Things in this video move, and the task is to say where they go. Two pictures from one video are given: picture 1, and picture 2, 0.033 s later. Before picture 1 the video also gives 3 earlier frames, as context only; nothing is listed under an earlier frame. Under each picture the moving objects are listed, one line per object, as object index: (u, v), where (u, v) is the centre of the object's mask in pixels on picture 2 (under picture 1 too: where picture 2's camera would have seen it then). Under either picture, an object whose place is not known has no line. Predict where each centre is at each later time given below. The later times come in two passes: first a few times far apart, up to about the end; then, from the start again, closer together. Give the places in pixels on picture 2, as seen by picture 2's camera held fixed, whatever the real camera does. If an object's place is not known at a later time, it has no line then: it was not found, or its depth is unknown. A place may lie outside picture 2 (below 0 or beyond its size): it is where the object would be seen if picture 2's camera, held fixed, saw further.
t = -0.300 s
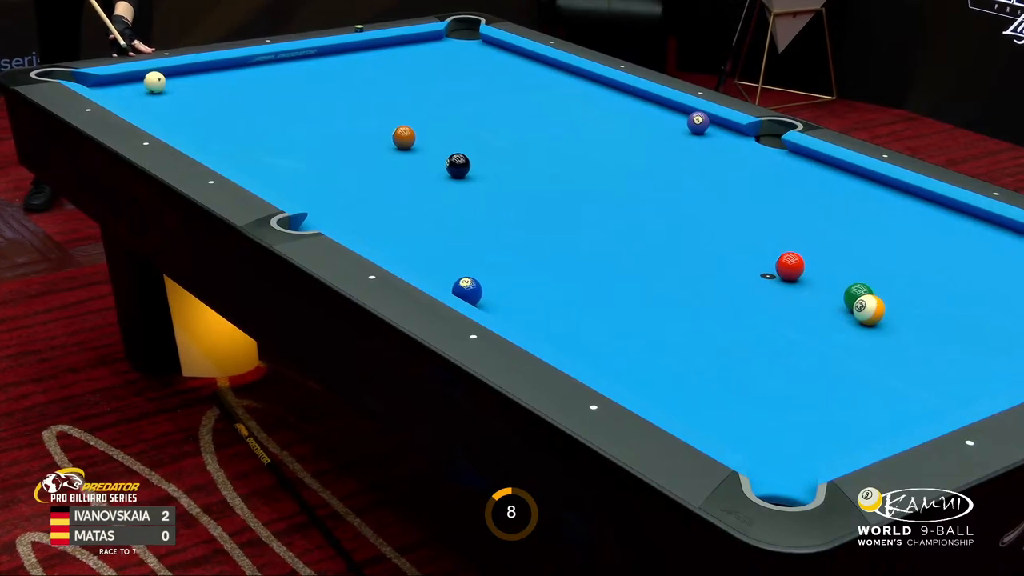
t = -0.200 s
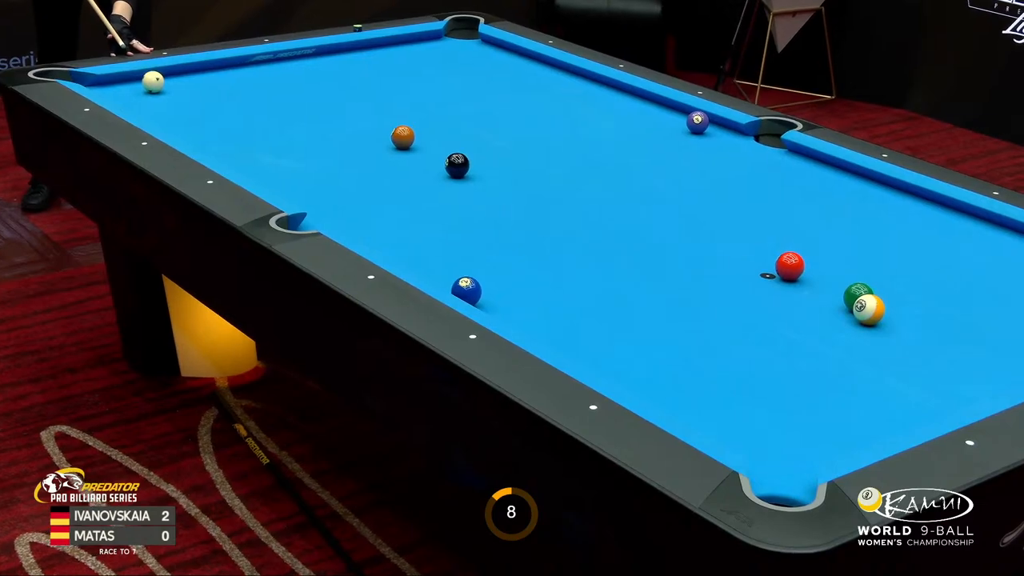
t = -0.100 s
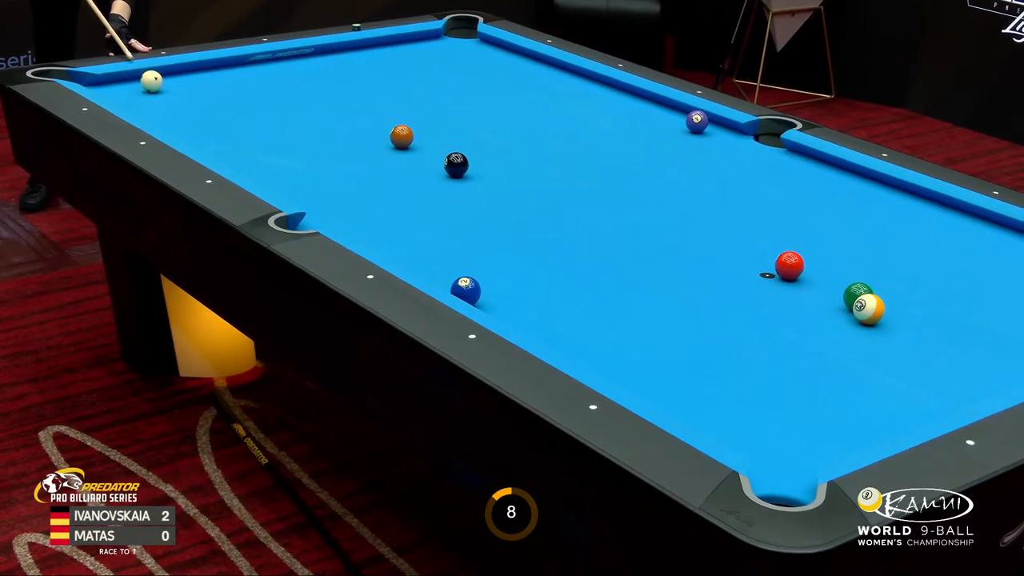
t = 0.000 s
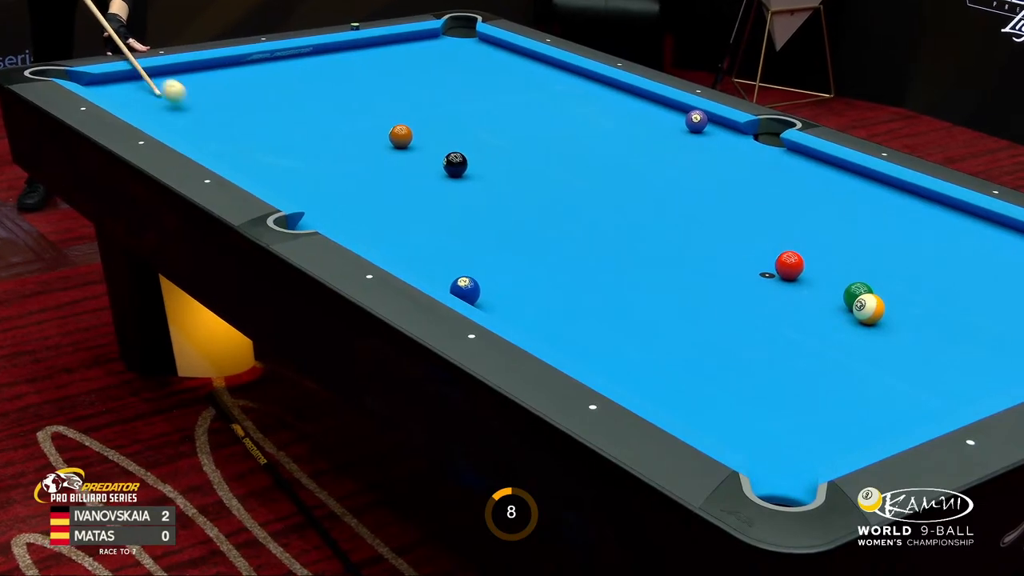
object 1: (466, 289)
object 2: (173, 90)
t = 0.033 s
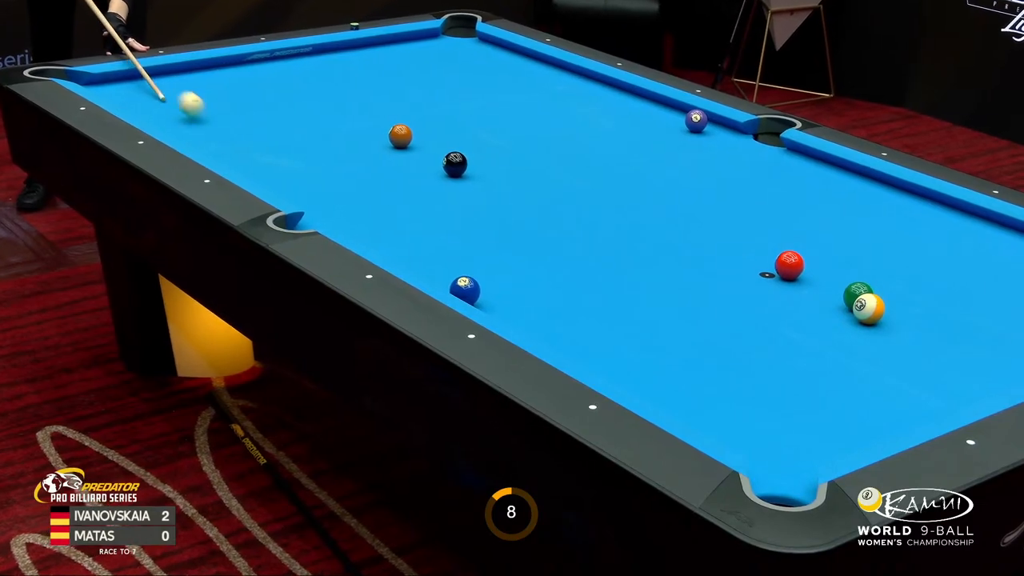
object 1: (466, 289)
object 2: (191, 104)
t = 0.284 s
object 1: (466, 289)
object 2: (347, 213)
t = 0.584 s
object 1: (631, 377)
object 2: (455, 281)
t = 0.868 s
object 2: (477, 281)
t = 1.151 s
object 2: (495, 280)
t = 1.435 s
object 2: (510, 278)
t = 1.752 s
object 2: (523, 278)
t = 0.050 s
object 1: (466, 289)
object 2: (200, 112)
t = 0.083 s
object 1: (466, 289)
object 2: (219, 125)
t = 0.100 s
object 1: (466, 289)
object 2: (229, 131)
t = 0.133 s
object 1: (466, 289)
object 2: (249, 147)
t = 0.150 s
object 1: (466, 289)
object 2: (259, 153)
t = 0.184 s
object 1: (466, 289)
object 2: (281, 168)
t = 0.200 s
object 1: (466, 289)
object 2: (291, 175)
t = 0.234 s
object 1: (466, 289)
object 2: (313, 190)
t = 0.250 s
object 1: (466, 289)
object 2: (324, 198)
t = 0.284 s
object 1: (466, 289)
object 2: (347, 213)
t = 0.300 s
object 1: (466, 289)
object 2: (359, 222)
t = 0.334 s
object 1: (466, 289)
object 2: (383, 238)
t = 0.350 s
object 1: (467, 289)
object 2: (396, 246)
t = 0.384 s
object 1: (467, 289)
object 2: (421, 262)
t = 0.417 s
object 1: (467, 289)
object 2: (443, 275)
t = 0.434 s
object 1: (480, 296)
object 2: (446, 279)
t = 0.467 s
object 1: (512, 313)
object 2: (446, 280)
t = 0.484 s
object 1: (528, 322)
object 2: (447, 280)
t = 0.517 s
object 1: (562, 339)
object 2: (451, 280)
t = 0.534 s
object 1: (579, 349)
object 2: (452, 281)
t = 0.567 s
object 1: (613, 367)
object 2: (454, 281)
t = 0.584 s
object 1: (631, 377)
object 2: (455, 281)
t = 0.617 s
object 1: (666, 395)
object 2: (458, 281)
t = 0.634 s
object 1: (682, 404)
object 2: (459, 281)
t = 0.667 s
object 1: (718, 423)
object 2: (461, 282)
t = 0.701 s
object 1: (755, 443)
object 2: (464, 282)
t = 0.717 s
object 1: (775, 454)
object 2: (465, 282)
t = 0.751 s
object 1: (796, 468)
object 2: (468, 282)
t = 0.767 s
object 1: (779, 469)
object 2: (469, 281)
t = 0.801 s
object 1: (774, 471)
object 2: (471, 281)
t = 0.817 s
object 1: (787, 472)
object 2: (473, 281)
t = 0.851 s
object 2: (475, 281)
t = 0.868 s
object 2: (477, 281)
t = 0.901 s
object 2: (479, 281)
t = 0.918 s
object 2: (480, 281)
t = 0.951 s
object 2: (482, 281)
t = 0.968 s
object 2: (483, 281)
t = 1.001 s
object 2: (485, 280)
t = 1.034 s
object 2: (487, 280)
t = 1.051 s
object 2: (489, 280)
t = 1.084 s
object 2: (491, 280)
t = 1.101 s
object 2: (492, 280)
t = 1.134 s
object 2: (494, 280)
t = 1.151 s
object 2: (495, 280)
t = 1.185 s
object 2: (497, 280)
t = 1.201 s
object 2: (498, 279)
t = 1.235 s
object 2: (499, 279)
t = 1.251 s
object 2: (500, 279)
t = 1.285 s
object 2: (502, 279)
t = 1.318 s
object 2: (504, 279)
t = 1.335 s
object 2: (505, 279)
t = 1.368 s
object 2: (507, 279)
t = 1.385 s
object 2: (507, 279)
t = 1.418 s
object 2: (509, 279)
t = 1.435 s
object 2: (510, 278)
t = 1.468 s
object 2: (511, 278)
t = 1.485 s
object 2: (512, 278)
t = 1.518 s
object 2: (513, 278)
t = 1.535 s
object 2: (514, 278)
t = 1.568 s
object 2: (516, 278)
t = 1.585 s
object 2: (516, 278)
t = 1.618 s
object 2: (518, 278)
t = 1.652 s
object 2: (519, 278)
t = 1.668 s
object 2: (520, 278)
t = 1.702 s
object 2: (521, 278)
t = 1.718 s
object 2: (521, 278)
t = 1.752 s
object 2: (523, 278)
